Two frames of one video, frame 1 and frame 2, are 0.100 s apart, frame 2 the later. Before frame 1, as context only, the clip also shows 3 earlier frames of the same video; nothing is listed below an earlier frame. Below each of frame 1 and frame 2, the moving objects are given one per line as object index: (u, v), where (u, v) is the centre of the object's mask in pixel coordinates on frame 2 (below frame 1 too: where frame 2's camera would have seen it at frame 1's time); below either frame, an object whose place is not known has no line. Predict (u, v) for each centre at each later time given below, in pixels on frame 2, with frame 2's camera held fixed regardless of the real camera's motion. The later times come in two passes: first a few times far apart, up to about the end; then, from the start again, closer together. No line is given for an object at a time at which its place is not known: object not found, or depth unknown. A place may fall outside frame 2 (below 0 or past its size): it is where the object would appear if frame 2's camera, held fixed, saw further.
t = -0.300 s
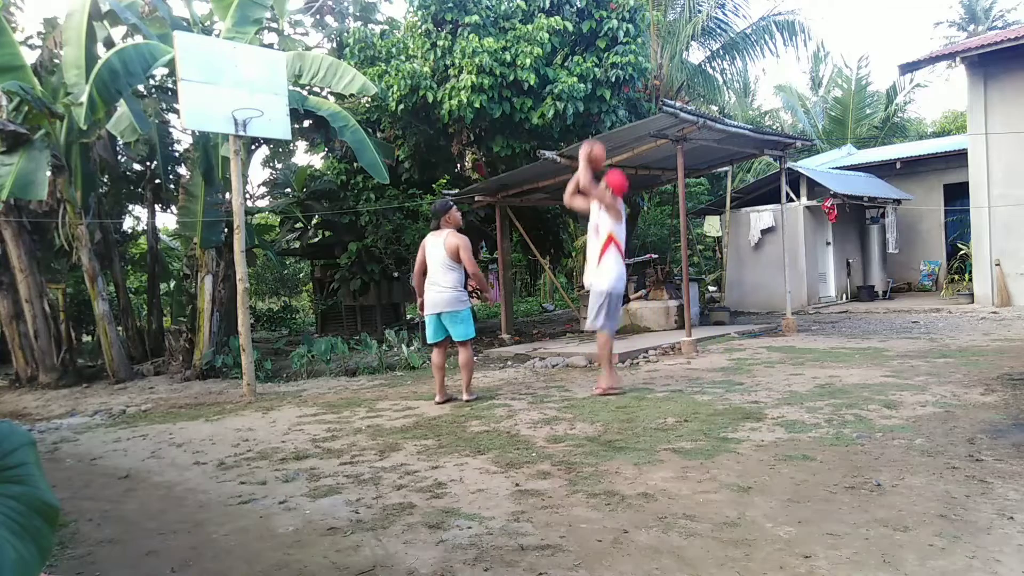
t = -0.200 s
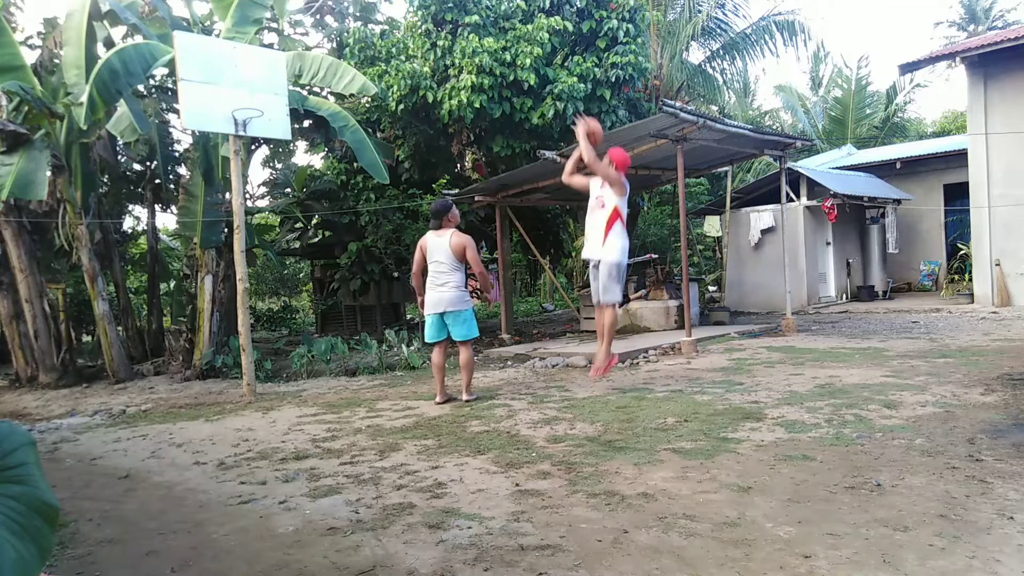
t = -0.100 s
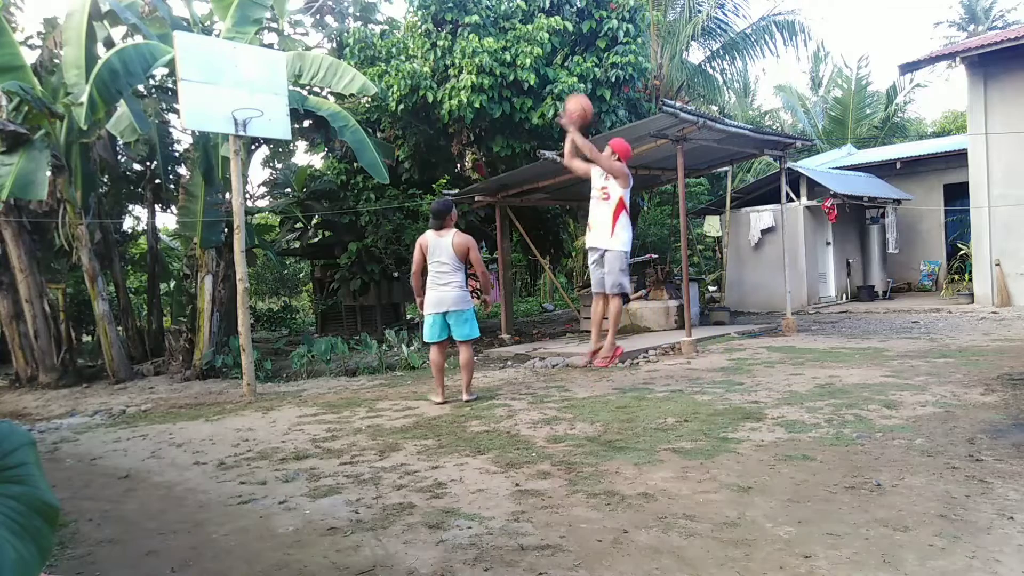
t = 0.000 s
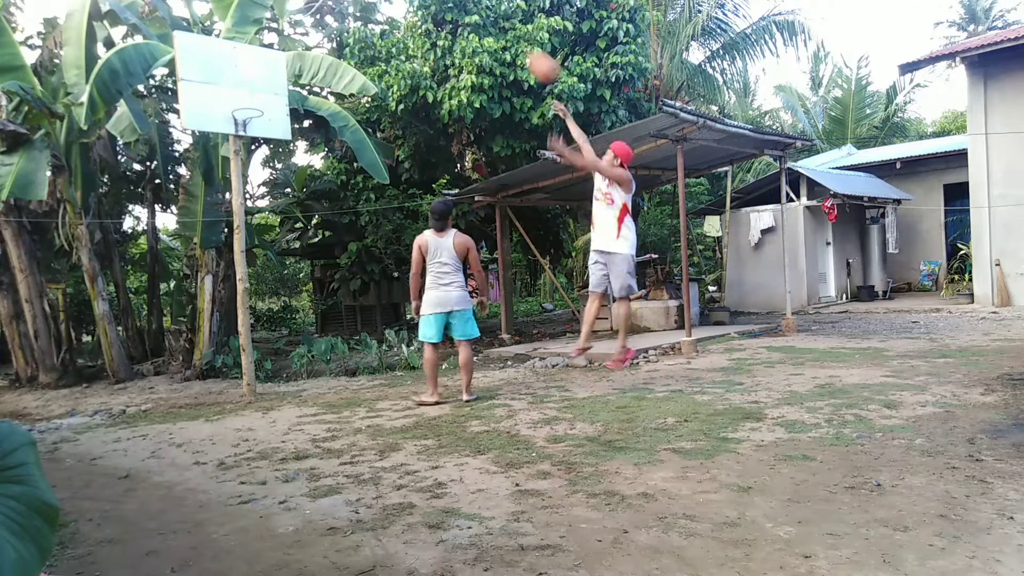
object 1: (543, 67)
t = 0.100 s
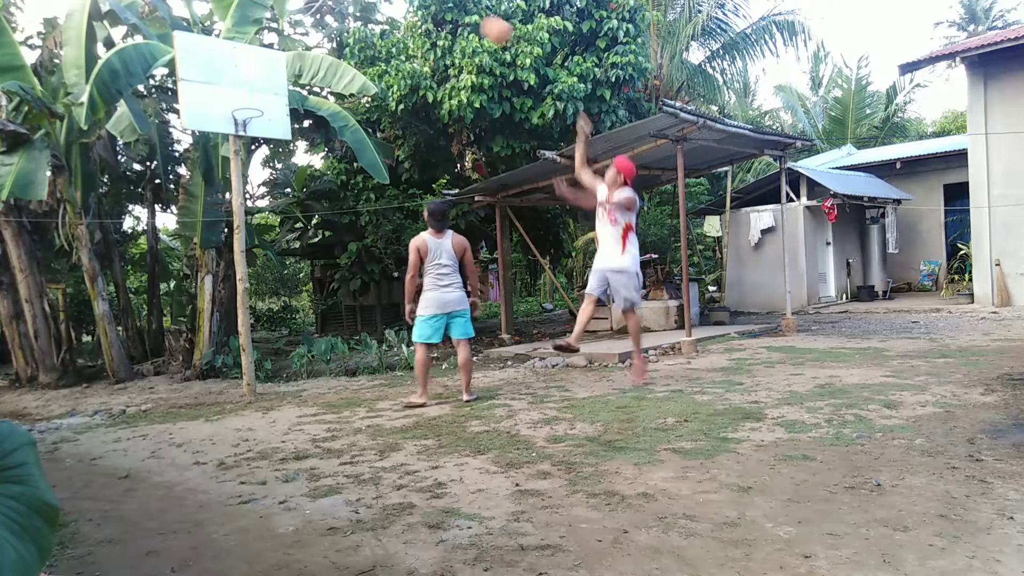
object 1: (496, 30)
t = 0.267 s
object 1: (429, 7)
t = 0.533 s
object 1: (322, 21)
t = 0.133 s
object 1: (482, 22)
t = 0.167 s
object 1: (468, 15)
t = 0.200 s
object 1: (454, 10)
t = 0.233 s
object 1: (442, 8)
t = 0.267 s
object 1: (429, 7)
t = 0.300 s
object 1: (416, 6)
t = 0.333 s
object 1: (401, 4)
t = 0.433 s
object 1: (360, 8)
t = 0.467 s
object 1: (346, 10)
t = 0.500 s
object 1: (335, 14)
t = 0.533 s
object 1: (322, 21)
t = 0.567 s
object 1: (310, 28)
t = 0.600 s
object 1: (296, 39)
